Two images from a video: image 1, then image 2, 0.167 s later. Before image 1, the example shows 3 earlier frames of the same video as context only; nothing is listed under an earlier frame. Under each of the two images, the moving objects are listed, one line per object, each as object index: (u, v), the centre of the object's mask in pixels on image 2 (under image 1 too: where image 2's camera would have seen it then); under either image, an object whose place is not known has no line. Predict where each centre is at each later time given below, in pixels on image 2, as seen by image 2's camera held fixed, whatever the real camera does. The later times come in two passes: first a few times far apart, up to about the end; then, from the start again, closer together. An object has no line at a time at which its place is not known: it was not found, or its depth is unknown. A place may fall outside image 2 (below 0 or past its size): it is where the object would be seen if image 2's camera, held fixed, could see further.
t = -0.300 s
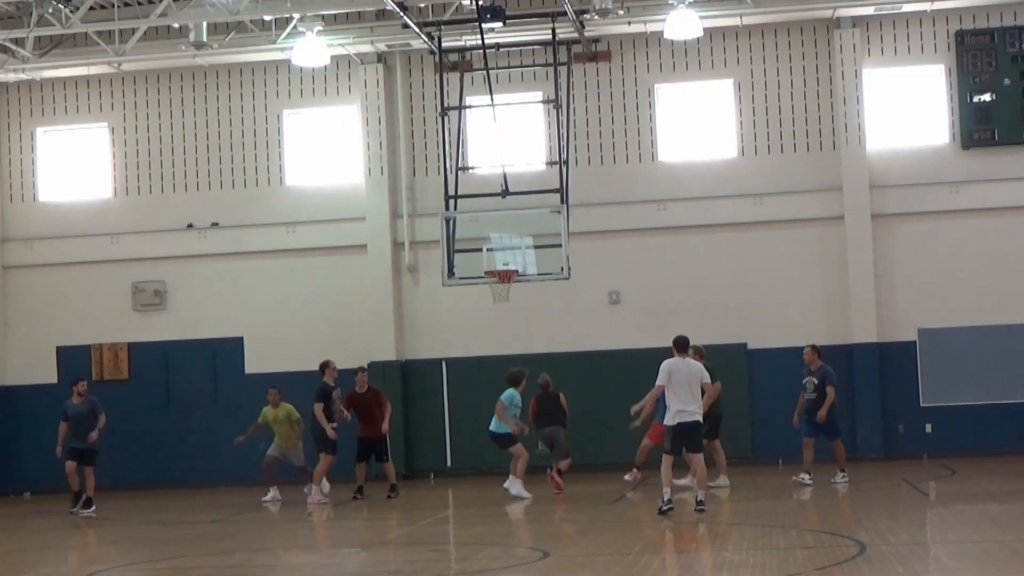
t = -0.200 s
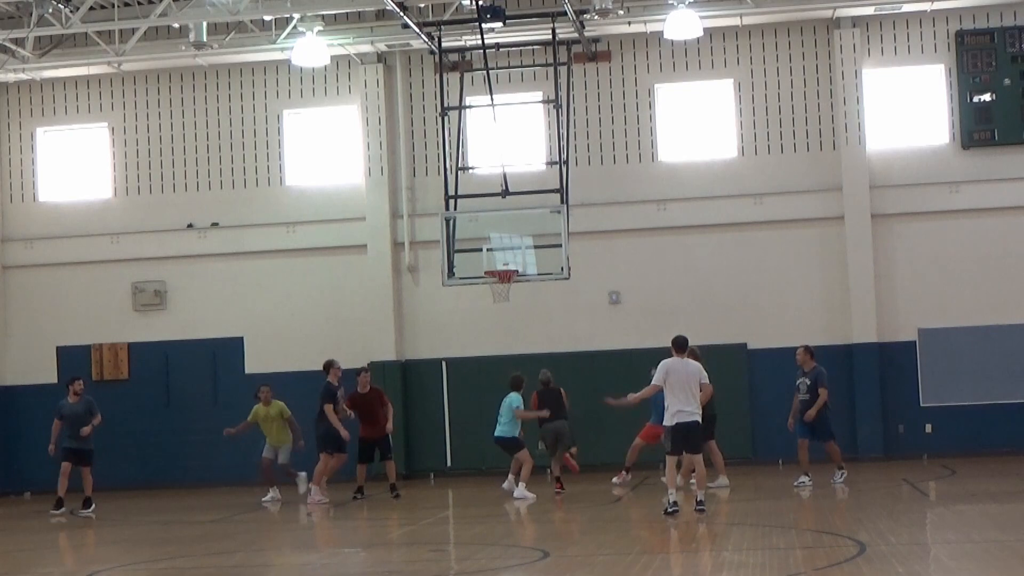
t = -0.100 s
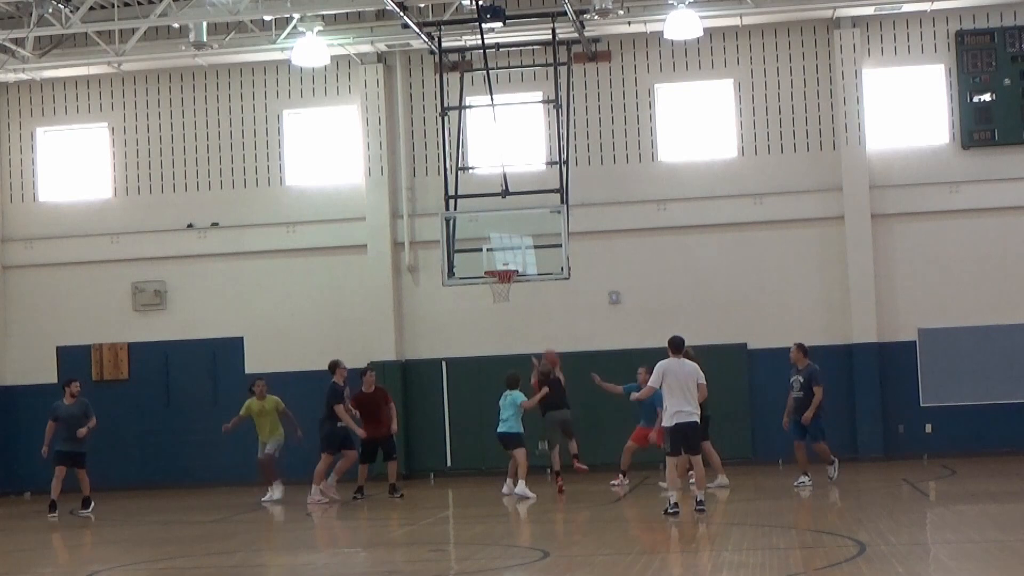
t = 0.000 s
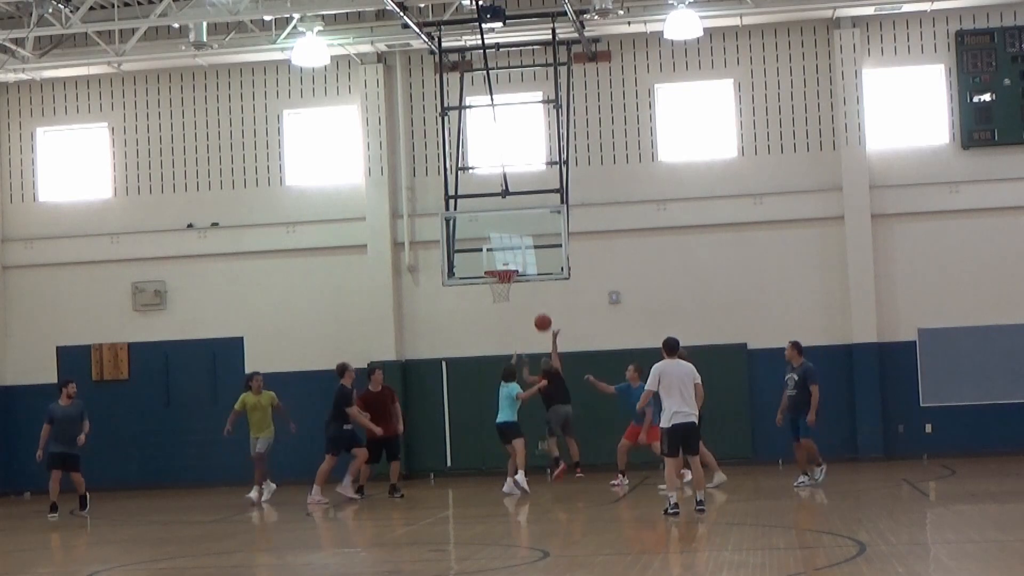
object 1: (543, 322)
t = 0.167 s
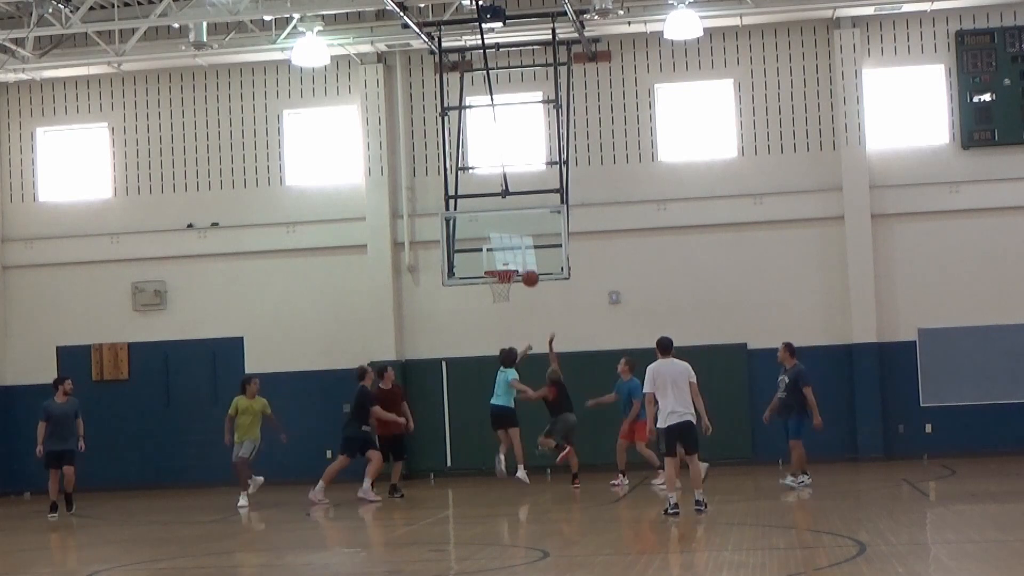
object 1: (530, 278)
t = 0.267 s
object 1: (523, 261)
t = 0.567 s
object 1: (505, 254)
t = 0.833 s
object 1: (496, 279)
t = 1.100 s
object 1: (501, 304)
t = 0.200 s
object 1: (528, 272)
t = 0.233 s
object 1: (525, 266)
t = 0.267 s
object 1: (523, 261)
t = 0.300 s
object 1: (521, 258)
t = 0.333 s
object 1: (519, 255)
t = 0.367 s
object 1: (517, 252)
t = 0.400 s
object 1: (515, 251)
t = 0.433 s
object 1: (513, 250)
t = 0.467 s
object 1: (511, 250)
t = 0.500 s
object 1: (509, 250)
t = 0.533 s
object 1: (507, 252)
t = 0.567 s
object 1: (505, 254)
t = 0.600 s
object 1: (503, 258)
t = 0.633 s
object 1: (502, 261)
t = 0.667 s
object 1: (500, 264)
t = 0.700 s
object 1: (500, 265)
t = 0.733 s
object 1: (499, 266)
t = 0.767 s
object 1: (498, 269)
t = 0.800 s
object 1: (496, 271)
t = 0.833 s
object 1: (496, 279)
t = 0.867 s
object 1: (498, 283)
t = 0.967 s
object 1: (497, 293)
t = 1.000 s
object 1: (497, 295)
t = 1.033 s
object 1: (499, 297)
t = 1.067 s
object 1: (500, 300)
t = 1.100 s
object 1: (501, 304)
